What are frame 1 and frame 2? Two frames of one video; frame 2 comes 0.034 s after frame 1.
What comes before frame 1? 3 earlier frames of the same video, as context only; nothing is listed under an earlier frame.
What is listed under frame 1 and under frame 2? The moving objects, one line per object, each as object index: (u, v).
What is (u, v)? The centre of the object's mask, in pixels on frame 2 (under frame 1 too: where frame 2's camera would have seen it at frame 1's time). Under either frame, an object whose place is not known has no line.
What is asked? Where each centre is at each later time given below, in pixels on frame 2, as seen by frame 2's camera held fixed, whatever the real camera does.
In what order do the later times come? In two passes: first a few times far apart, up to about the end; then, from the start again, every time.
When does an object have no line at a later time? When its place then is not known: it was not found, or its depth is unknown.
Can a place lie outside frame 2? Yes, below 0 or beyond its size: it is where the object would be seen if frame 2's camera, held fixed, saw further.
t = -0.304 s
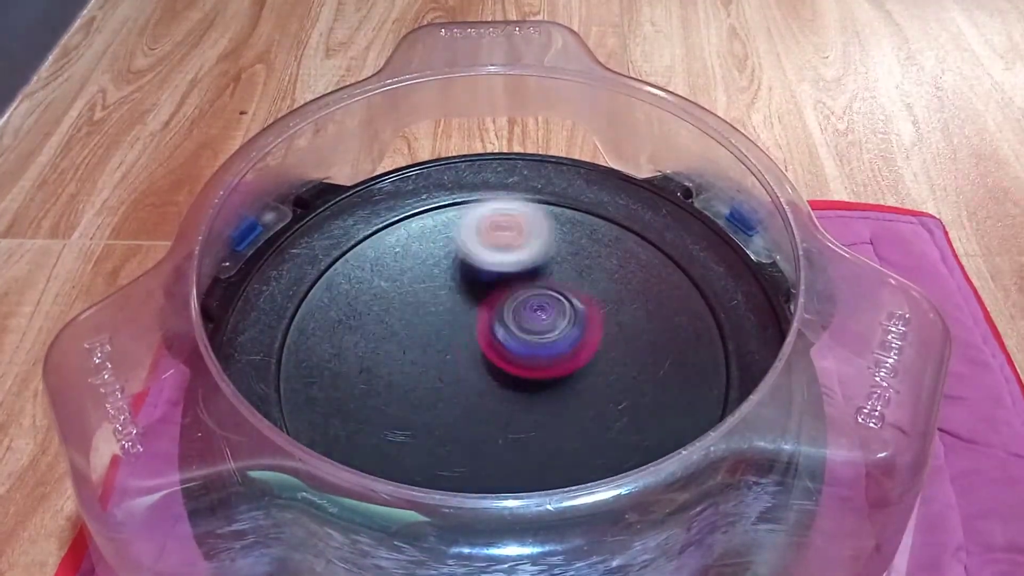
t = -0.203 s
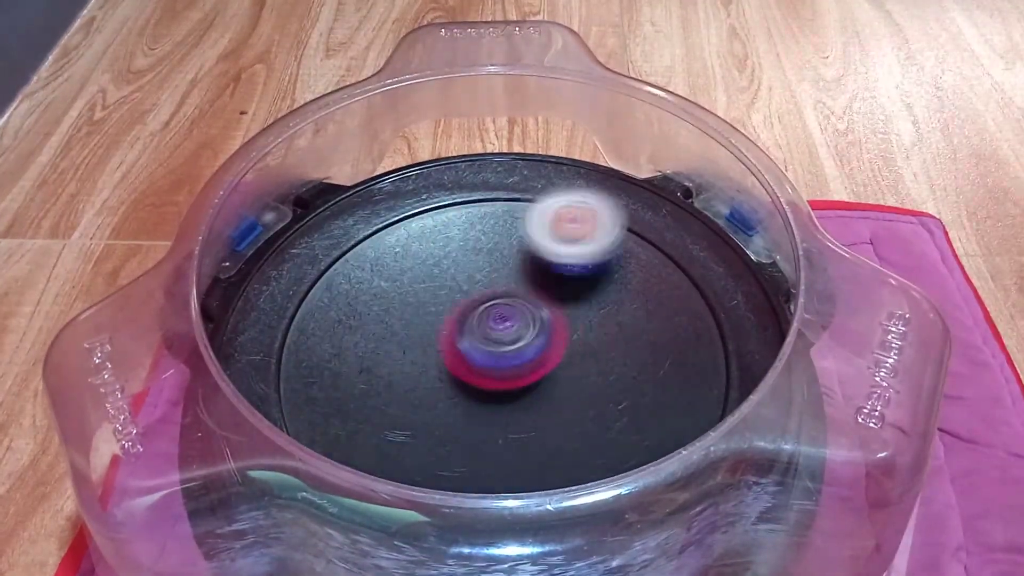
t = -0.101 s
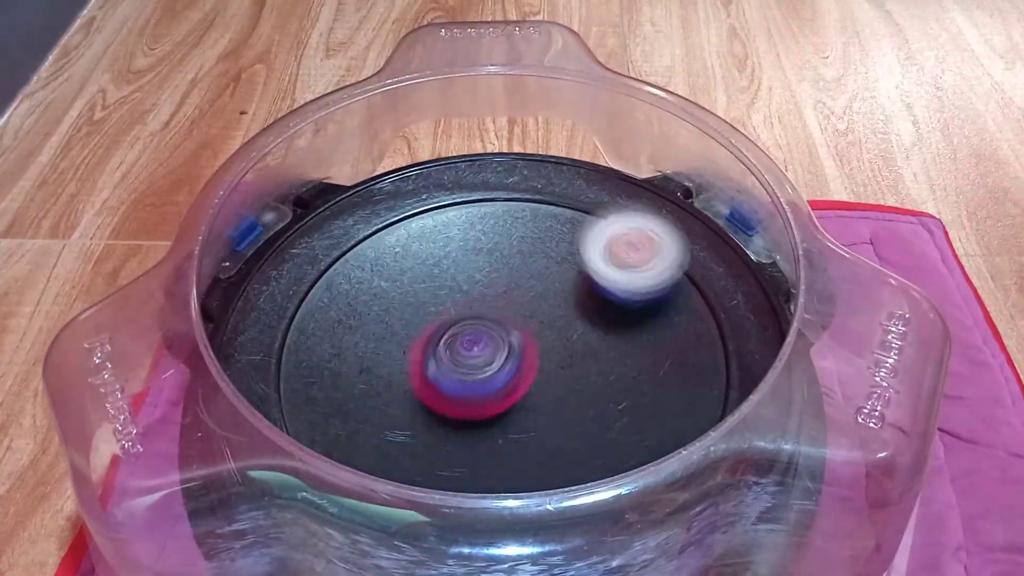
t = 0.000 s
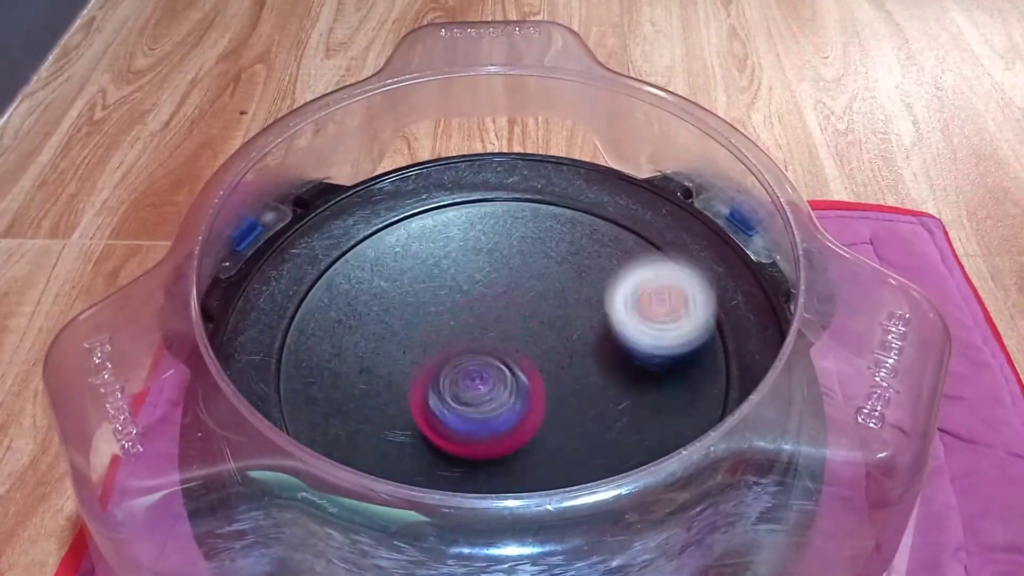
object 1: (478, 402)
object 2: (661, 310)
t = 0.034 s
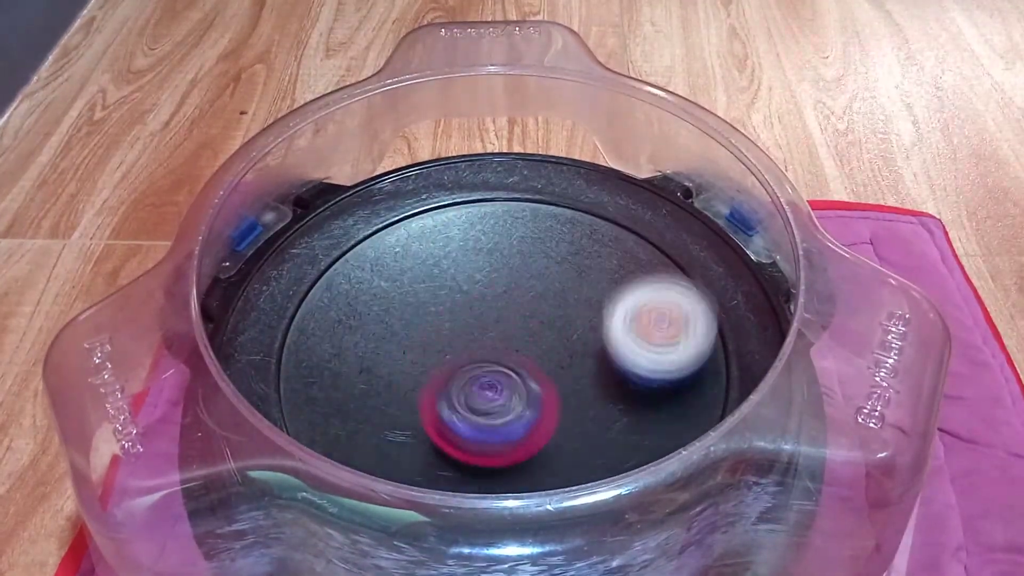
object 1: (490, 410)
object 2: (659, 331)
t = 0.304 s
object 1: (414, 403)
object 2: (690, 392)
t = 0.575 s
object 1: (399, 388)
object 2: (528, 432)
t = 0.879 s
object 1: (373, 336)
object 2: (499, 327)
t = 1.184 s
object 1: (445, 298)
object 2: (584, 287)
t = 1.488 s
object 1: (473, 257)
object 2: (554, 344)
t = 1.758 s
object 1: (510, 289)
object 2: (441, 387)
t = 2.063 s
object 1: (591, 291)
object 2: (398, 321)
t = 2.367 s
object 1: (694, 287)
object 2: (353, 323)
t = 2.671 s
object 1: (636, 271)
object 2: (341, 297)
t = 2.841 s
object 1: (536, 344)
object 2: (371, 322)
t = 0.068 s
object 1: (505, 415)
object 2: (653, 351)
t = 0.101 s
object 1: (520, 415)
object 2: (639, 371)
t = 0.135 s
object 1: (505, 415)
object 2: (658, 382)
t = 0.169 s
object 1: (476, 414)
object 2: (686, 380)
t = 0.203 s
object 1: (453, 412)
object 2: (705, 379)
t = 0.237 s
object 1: (436, 406)
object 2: (708, 381)
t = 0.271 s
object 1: (423, 404)
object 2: (702, 385)
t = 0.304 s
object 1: (414, 403)
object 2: (690, 392)
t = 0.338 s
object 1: (408, 403)
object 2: (671, 401)
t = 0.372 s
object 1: (405, 406)
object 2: (647, 412)
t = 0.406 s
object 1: (404, 408)
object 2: (619, 423)
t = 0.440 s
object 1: (407, 409)
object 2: (586, 431)
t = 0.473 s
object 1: (412, 410)
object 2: (557, 434)
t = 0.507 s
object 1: (414, 407)
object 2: (532, 434)
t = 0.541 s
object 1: (407, 399)
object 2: (529, 433)
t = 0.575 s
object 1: (399, 388)
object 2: (528, 432)
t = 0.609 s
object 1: (393, 378)
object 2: (522, 427)
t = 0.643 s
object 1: (388, 371)
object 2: (513, 418)
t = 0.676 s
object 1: (384, 365)
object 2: (505, 409)
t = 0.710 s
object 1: (380, 359)
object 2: (497, 396)
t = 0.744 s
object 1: (375, 353)
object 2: (491, 382)
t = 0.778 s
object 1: (373, 348)
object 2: (489, 368)
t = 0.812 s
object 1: (372, 344)
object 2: (488, 352)
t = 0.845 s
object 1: (372, 340)
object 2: (492, 340)
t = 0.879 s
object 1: (373, 336)
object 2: (499, 327)
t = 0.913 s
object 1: (376, 333)
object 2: (507, 315)
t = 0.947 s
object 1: (380, 329)
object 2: (517, 305)
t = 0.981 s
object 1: (386, 327)
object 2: (526, 297)
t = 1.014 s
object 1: (395, 323)
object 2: (537, 291)
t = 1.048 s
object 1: (404, 319)
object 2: (547, 286)
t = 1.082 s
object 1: (413, 315)
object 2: (558, 284)
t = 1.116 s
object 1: (424, 310)
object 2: (566, 284)
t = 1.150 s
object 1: (435, 305)
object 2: (576, 284)
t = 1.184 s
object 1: (445, 298)
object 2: (584, 287)
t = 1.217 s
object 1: (454, 291)
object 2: (591, 291)
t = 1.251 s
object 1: (462, 284)
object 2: (596, 295)
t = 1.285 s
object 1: (468, 277)
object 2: (599, 301)
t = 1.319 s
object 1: (472, 270)
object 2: (600, 308)
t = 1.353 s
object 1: (475, 264)
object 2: (597, 316)
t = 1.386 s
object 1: (475, 259)
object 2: (592, 325)
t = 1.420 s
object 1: (475, 257)
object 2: (583, 332)
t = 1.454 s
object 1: (474, 256)
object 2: (570, 339)
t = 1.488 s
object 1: (473, 257)
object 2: (554, 344)
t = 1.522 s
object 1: (473, 260)
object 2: (539, 347)
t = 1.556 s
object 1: (473, 265)
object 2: (522, 348)
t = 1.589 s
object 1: (473, 269)
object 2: (507, 347)
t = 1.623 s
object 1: (477, 271)
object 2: (493, 358)
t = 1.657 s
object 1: (481, 274)
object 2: (481, 371)
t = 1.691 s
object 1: (489, 280)
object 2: (468, 380)
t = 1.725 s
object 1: (499, 285)
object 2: (454, 386)
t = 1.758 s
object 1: (510, 289)
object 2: (441, 387)
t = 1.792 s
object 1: (523, 293)
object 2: (428, 387)
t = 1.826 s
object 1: (534, 295)
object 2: (416, 384)
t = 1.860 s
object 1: (547, 296)
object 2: (404, 379)
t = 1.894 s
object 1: (557, 296)
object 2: (397, 371)
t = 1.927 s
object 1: (567, 295)
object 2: (390, 362)
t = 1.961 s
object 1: (575, 295)
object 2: (388, 352)
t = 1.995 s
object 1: (583, 293)
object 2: (387, 341)
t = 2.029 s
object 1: (588, 292)
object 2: (391, 331)
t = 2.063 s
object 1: (591, 291)
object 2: (398, 321)
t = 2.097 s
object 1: (591, 291)
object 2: (408, 314)
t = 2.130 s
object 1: (590, 291)
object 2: (420, 309)
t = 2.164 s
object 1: (586, 294)
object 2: (435, 305)
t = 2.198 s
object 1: (581, 298)
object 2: (451, 303)
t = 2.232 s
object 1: (577, 305)
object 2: (467, 303)
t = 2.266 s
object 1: (598, 309)
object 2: (454, 308)
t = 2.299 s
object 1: (638, 303)
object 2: (414, 315)
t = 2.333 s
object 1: (670, 294)
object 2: (379, 322)
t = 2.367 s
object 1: (694, 287)
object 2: (353, 323)
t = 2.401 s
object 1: (705, 279)
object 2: (334, 321)
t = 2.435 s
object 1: (714, 274)
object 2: (322, 317)
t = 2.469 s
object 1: (721, 267)
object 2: (317, 313)
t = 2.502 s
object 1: (717, 263)
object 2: (315, 308)
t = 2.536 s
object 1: (707, 261)
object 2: (316, 304)
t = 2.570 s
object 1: (696, 261)
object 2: (319, 299)
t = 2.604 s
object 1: (680, 263)
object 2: (324, 297)
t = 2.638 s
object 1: (661, 267)
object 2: (331, 296)
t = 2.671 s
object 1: (636, 271)
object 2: (341, 297)
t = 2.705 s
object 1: (606, 281)
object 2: (353, 300)
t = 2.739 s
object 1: (575, 293)
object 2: (368, 304)
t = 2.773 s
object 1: (545, 309)
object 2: (384, 310)
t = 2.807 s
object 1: (519, 325)
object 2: (403, 317)
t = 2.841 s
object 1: (536, 344)
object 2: (371, 322)
